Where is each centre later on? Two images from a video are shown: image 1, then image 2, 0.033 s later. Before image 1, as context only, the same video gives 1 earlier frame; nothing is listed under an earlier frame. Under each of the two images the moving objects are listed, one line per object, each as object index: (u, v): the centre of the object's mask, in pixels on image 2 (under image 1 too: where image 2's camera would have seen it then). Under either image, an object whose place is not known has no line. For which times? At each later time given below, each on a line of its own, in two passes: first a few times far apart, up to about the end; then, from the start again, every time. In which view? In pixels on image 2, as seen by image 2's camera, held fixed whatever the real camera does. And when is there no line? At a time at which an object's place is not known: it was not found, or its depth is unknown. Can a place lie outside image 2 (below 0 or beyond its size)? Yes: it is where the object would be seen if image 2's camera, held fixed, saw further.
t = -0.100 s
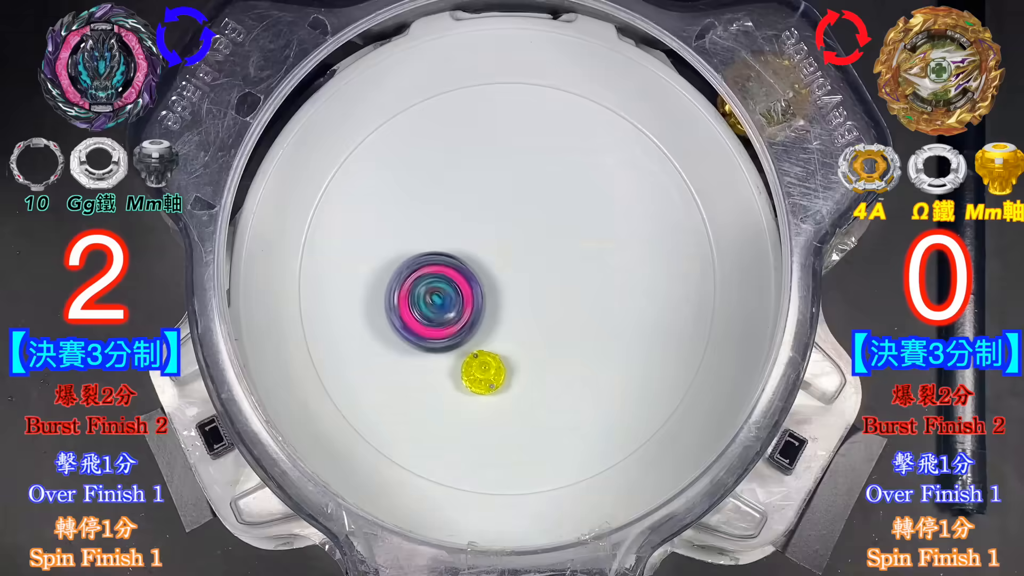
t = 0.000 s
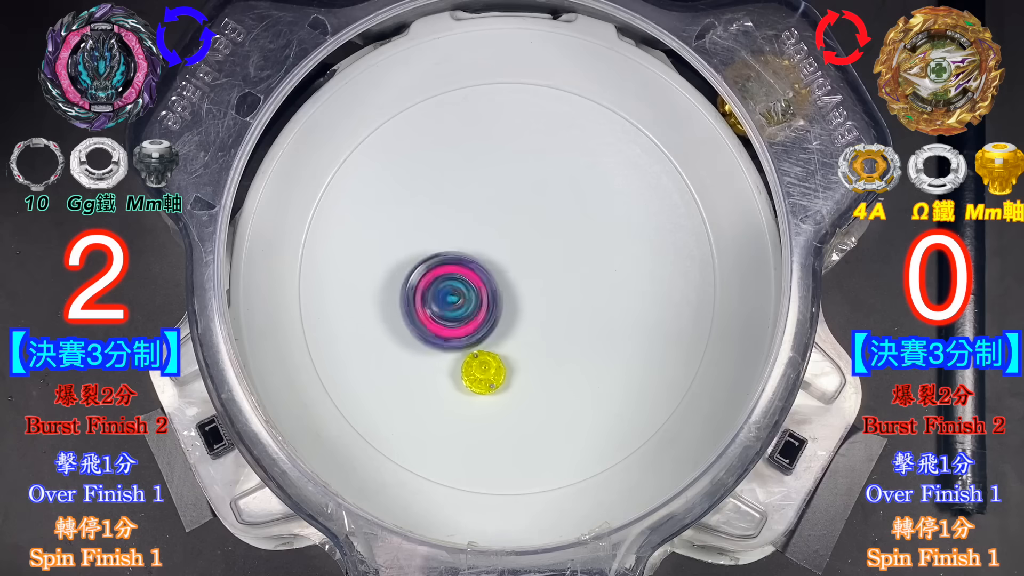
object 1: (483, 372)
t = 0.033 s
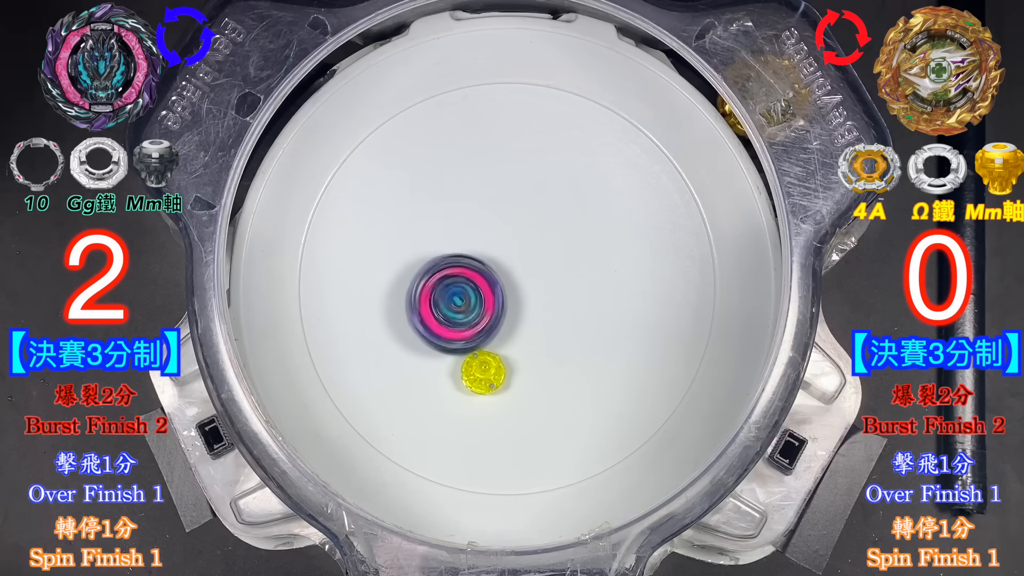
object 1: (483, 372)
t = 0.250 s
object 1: (522, 387)
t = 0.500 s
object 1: (587, 374)
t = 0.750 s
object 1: (655, 302)
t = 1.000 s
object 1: (583, 264)
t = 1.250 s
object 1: (492, 252)
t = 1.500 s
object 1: (465, 278)
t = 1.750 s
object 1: (478, 289)
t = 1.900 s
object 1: (478, 289)
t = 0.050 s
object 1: (483, 372)
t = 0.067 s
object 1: (487, 374)
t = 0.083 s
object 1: (492, 380)
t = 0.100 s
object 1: (497, 384)
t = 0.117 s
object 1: (502, 388)
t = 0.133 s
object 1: (506, 390)
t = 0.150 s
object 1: (508, 392)
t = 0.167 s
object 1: (511, 392)
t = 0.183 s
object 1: (512, 391)
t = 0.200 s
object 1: (514, 390)
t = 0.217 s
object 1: (515, 387)
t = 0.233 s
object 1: (516, 384)
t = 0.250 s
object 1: (522, 387)
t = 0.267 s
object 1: (529, 391)
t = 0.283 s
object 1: (536, 396)
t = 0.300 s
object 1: (542, 401)
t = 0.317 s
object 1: (549, 407)
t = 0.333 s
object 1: (557, 413)
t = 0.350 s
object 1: (564, 418)
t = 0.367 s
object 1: (569, 417)
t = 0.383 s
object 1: (573, 415)
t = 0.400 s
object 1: (577, 411)
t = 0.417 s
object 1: (580, 406)
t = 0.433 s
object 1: (583, 400)
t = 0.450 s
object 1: (585, 394)
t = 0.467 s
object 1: (587, 388)
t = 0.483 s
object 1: (588, 381)
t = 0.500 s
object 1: (587, 374)
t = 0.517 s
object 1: (585, 367)
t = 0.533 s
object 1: (590, 362)
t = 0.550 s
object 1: (599, 359)
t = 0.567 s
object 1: (608, 357)
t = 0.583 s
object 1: (617, 354)
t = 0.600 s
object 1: (624, 351)
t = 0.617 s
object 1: (631, 347)
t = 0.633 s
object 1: (636, 341)
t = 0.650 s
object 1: (642, 336)
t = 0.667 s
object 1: (645, 330)
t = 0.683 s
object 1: (649, 324)
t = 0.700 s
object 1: (651, 319)
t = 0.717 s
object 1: (654, 313)
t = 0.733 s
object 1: (655, 308)
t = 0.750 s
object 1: (655, 302)
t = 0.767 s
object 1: (655, 297)
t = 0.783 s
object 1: (654, 292)
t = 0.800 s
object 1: (652, 287)
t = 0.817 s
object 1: (649, 282)
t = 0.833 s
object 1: (646, 279)
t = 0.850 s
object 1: (642, 276)
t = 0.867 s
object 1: (636, 274)
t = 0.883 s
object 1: (631, 272)
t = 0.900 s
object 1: (625, 271)
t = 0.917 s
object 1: (619, 270)
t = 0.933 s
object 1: (613, 268)
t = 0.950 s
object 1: (605, 268)
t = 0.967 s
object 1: (598, 267)
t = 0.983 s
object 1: (591, 266)
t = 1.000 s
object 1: (583, 264)
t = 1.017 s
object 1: (576, 262)
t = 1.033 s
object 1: (568, 261)
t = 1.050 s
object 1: (561, 260)
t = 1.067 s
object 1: (553, 259)
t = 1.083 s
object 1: (546, 258)
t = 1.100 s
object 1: (539, 258)
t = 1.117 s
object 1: (534, 258)
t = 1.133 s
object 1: (528, 258)
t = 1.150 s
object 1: (523, 257)
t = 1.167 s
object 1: (518, 256)
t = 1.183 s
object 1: (513, 255)
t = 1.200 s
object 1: (507, 254)
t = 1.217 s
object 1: (502, 253)
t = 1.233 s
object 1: (497, 252)
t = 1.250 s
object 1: (492, 252)
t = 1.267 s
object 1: (487, 252)
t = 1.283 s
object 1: (482, 252)
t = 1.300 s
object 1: (477, 253)
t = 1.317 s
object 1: (472, 253)
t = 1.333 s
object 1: (467, 253)
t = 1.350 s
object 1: (463, 254)
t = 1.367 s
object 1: (460, 255)
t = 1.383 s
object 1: (459, 257)
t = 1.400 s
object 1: (458, 258)
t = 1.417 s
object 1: (458, 261)
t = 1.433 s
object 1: (459, 264)
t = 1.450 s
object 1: (460, 268)
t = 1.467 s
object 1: (462, 271)
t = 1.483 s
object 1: (464, 275)
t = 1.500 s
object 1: (465, 278)
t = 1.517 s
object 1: (467, 281)
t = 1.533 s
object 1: (469, 284)
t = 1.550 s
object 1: (471, 286)
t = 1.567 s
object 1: (473, 288)
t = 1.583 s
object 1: (474, 290)
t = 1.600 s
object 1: (475, 291)
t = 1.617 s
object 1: (475, 292)
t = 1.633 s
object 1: (476, 292)
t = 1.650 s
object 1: (476, 291)
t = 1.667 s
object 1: (477, 290)
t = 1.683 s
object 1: (478, 289)
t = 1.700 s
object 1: (478, 289)
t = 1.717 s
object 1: (478, 289)
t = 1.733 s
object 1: (478, 289)
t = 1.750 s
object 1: (478, 289)
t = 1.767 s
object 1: (478, 289)
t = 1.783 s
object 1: (478, 289)
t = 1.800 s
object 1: (478, 289)
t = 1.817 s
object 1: (478, 289)
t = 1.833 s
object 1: (478, 289)
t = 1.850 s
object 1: (478, 289)
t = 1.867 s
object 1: (478, 289)
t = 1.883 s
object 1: (478, 289)
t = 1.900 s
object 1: (478, 289)
